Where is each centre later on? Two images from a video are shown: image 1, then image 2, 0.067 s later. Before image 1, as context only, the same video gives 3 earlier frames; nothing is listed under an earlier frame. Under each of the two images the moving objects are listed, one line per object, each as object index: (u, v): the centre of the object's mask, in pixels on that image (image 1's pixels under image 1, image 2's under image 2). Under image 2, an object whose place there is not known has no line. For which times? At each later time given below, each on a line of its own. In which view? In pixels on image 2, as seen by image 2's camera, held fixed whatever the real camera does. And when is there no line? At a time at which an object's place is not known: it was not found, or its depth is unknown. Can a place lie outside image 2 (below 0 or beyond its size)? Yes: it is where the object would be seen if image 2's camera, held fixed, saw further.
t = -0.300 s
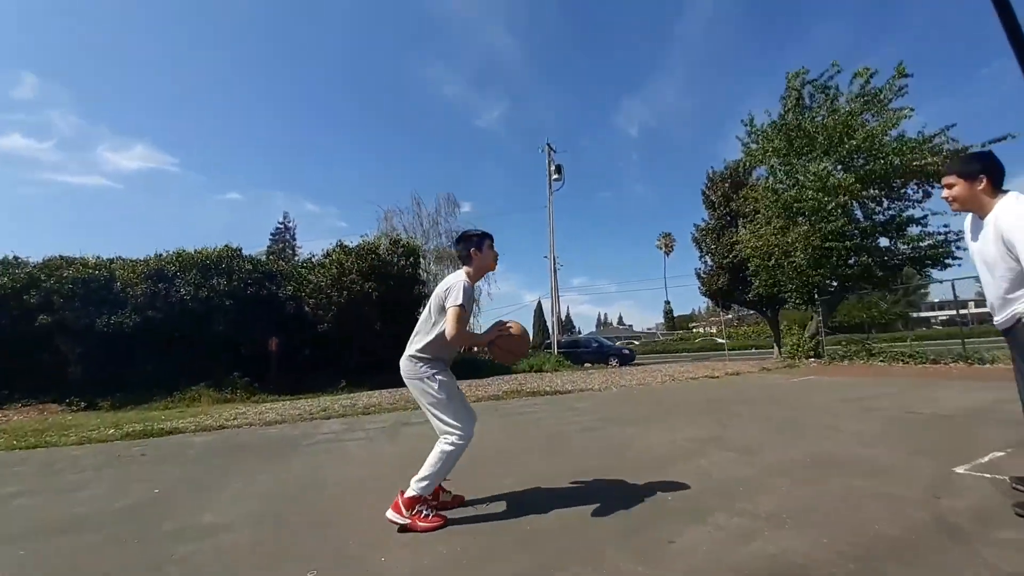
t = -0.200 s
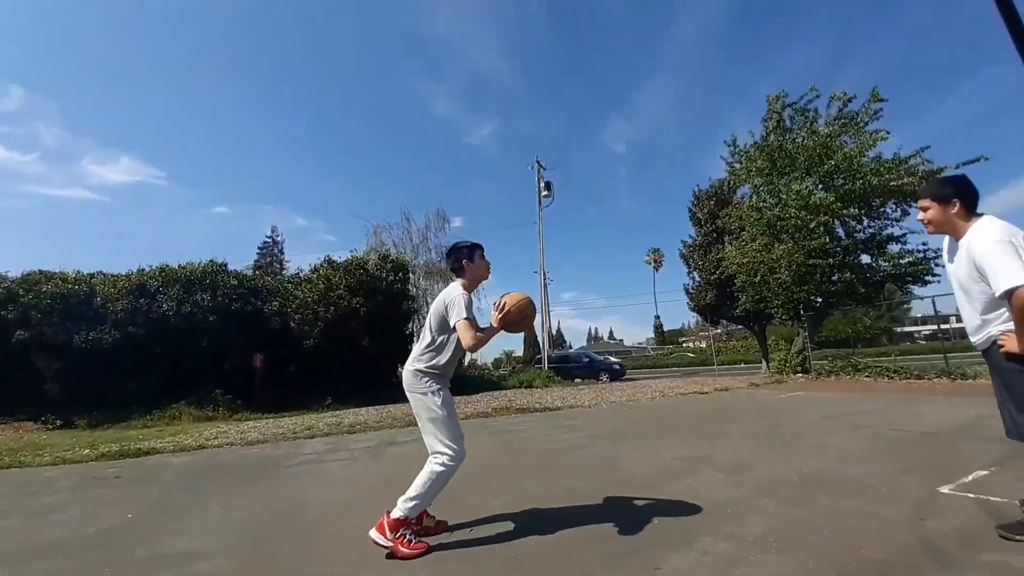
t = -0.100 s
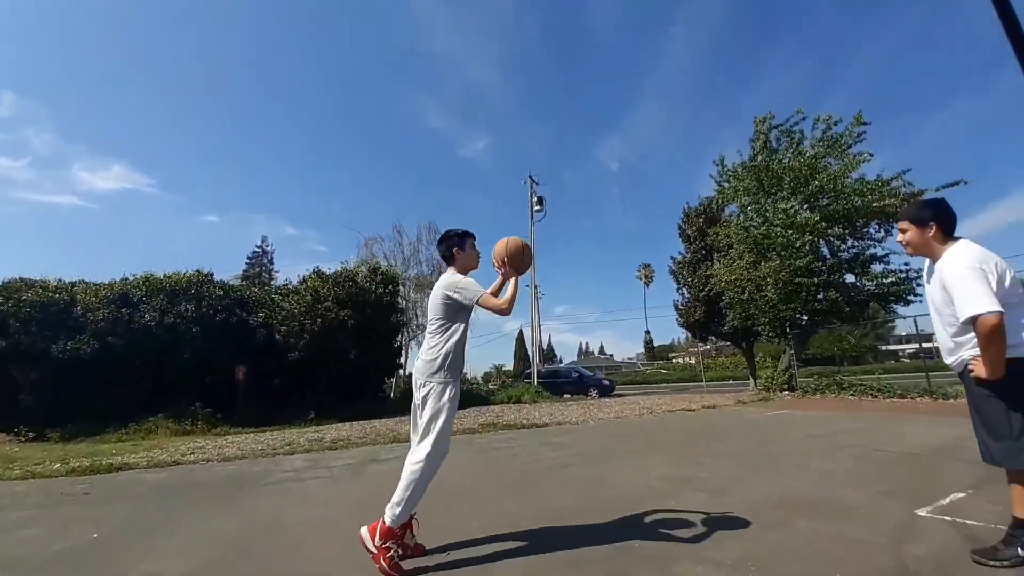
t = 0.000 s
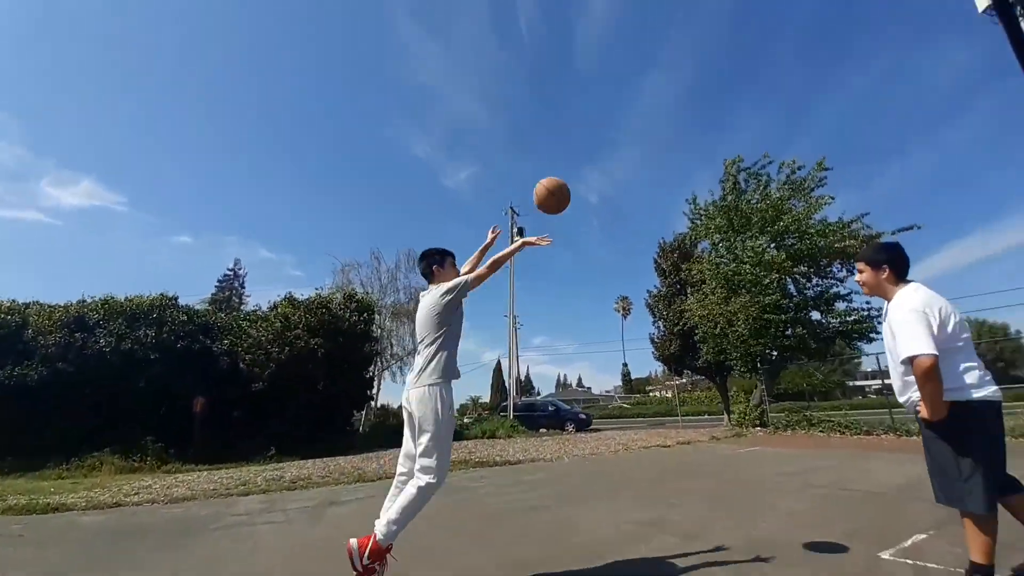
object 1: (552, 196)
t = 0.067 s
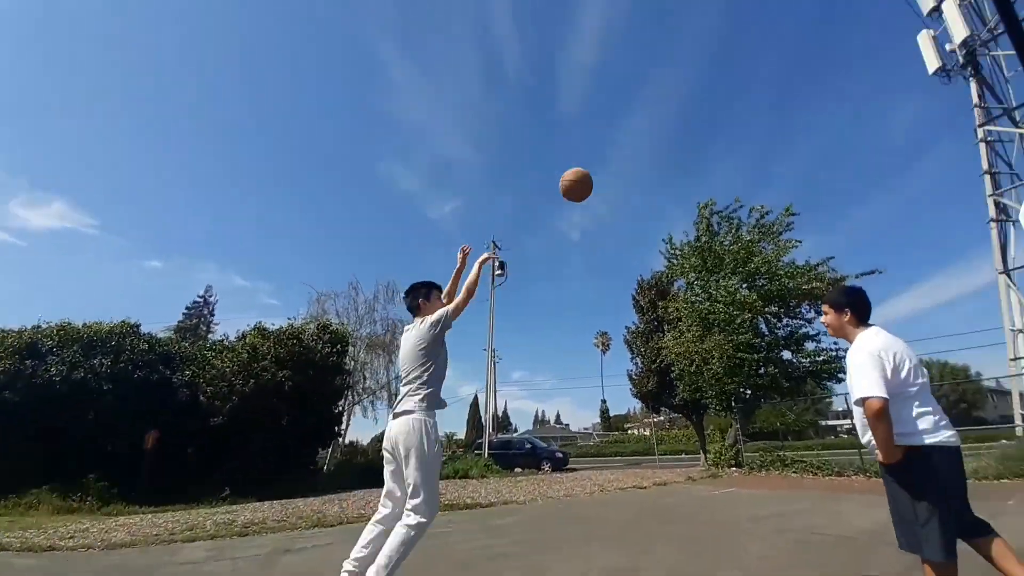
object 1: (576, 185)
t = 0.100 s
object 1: (601, 163)
